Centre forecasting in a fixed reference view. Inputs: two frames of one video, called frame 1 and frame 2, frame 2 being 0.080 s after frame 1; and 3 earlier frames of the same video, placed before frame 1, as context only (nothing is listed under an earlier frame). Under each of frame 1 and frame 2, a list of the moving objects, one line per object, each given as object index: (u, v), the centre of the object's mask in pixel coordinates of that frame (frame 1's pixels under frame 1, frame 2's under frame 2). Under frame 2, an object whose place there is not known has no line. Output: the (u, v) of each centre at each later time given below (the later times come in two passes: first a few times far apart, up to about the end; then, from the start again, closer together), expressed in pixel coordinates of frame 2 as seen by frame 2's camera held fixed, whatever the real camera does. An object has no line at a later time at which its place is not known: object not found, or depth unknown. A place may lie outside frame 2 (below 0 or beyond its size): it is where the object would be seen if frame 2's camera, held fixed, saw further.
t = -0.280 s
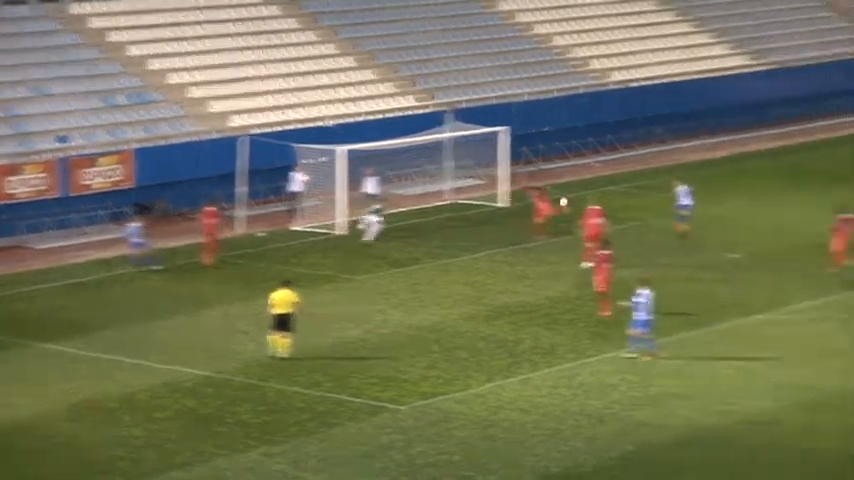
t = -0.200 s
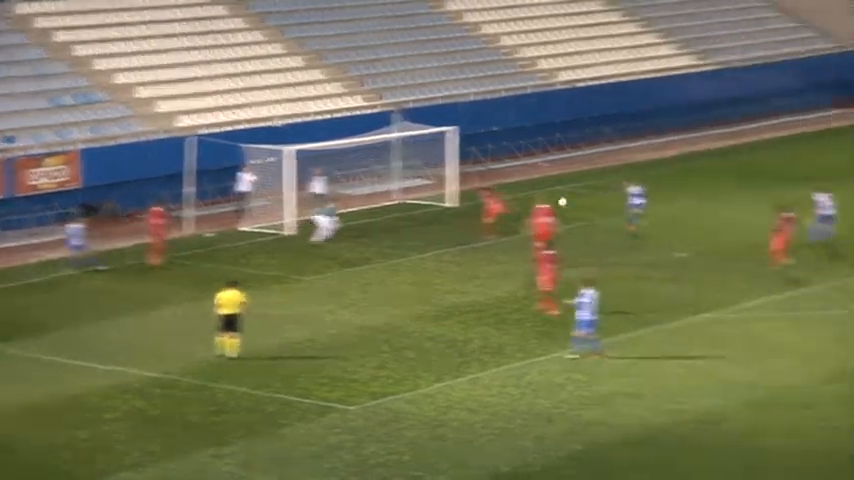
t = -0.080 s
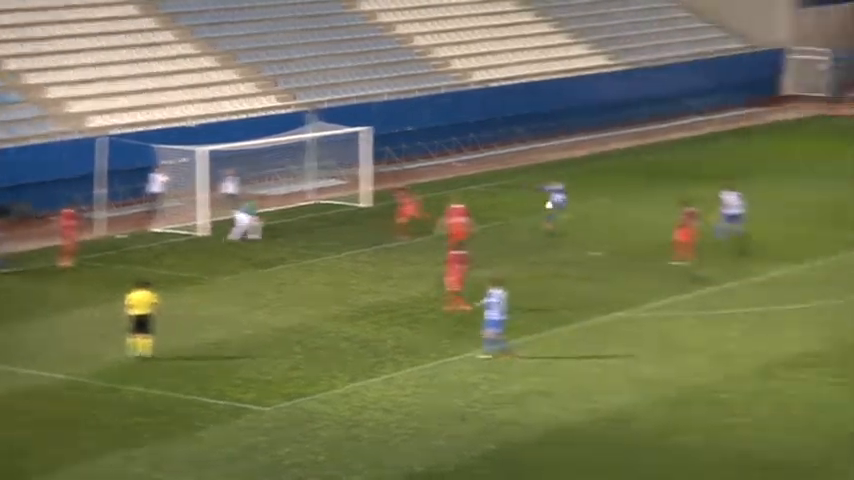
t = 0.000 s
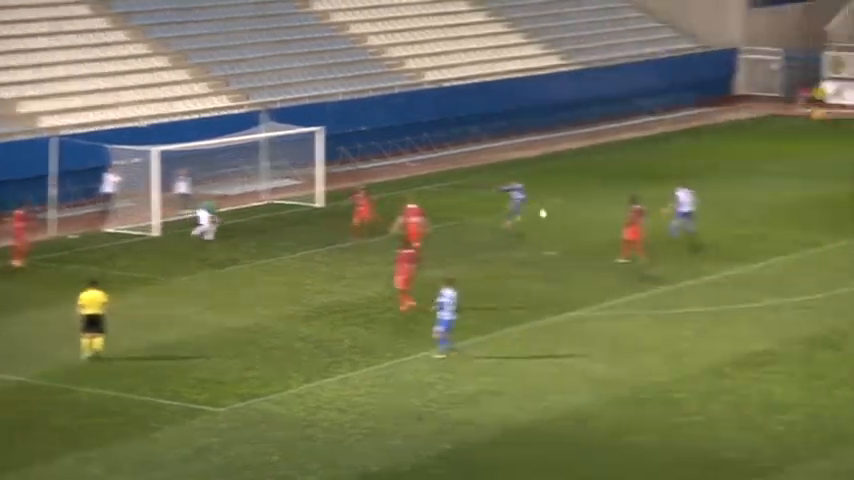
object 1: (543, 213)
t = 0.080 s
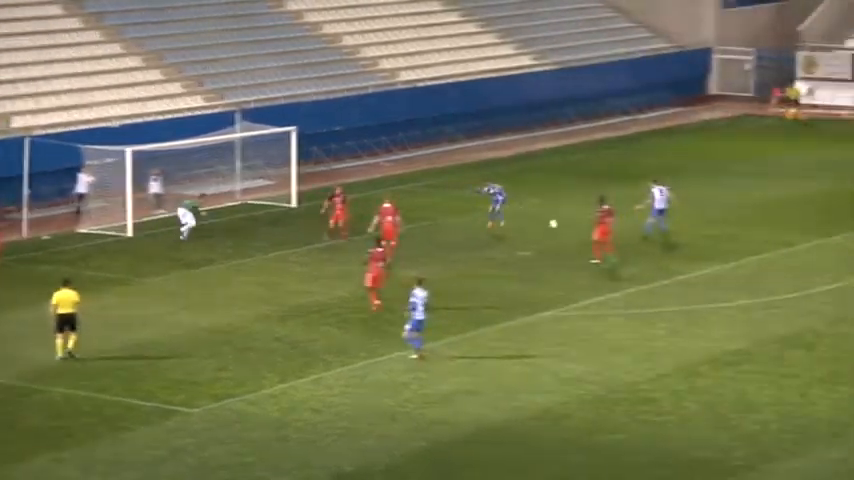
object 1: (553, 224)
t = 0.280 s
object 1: (620, 201)
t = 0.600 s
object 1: (725, 192)
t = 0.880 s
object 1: (815, 210)
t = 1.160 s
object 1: (881, 202)
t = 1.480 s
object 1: (949, 212)
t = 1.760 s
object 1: (1002, 207)
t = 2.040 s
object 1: (1053, 210)
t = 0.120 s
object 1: (567, 218)
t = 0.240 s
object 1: (607, 204)
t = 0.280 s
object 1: (620, 201)
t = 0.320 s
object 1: (633, 198)
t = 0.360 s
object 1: (646, 195)
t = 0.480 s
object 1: (686, 191)
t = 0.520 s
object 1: (699, 191)
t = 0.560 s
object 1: (712, 191)
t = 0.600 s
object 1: (725, 192)
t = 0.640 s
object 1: (738, 193)
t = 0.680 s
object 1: (751, 195)
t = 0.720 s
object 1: (764, 197)
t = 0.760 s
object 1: (777, 200)
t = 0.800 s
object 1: (789, 203)
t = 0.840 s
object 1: (802, 207)
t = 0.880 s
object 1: (815, 210)
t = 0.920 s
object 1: (828, 215)
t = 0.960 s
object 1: (838, 215)
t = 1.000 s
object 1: (847, 211)
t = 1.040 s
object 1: (855, 208)
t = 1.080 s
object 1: (864, 206)
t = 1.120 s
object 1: (872, 204)
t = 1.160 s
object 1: (881, 202)
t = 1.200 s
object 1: (890, 202)
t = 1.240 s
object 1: (898, 202)
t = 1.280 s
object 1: (907, 202)
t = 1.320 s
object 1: (916, 203)
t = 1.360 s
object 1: (924, 205)
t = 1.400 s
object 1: (932, 206)
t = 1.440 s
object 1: (941, 209)
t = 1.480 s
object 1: (949, 212)
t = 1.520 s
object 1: (957, 212)
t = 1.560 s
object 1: (965, 210)
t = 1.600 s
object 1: (972, 209)
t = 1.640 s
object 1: (979, 207)
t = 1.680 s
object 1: (987, 207)
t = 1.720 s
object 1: (994, 207)
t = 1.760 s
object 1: (1002, 207)
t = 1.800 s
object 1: (1009, 209)
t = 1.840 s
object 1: (1016, 211)
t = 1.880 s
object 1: (1024, 211)
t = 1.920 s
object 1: (1031, 210)
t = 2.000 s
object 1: (1046, 210)
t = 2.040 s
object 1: (1053, 210)
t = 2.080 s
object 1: (1060, 210)
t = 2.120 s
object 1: (1067, 210)
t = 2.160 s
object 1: (1074, 209)
